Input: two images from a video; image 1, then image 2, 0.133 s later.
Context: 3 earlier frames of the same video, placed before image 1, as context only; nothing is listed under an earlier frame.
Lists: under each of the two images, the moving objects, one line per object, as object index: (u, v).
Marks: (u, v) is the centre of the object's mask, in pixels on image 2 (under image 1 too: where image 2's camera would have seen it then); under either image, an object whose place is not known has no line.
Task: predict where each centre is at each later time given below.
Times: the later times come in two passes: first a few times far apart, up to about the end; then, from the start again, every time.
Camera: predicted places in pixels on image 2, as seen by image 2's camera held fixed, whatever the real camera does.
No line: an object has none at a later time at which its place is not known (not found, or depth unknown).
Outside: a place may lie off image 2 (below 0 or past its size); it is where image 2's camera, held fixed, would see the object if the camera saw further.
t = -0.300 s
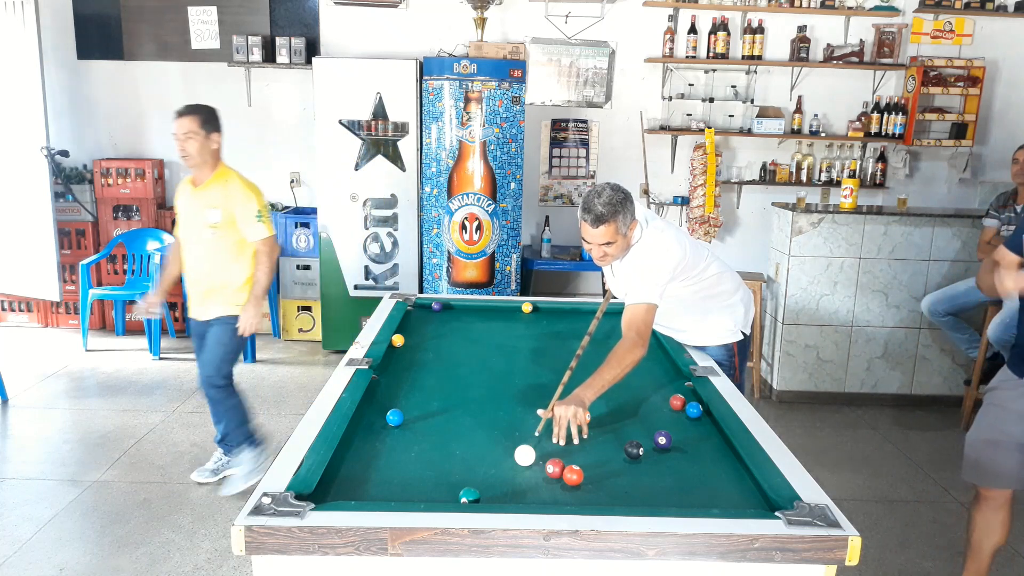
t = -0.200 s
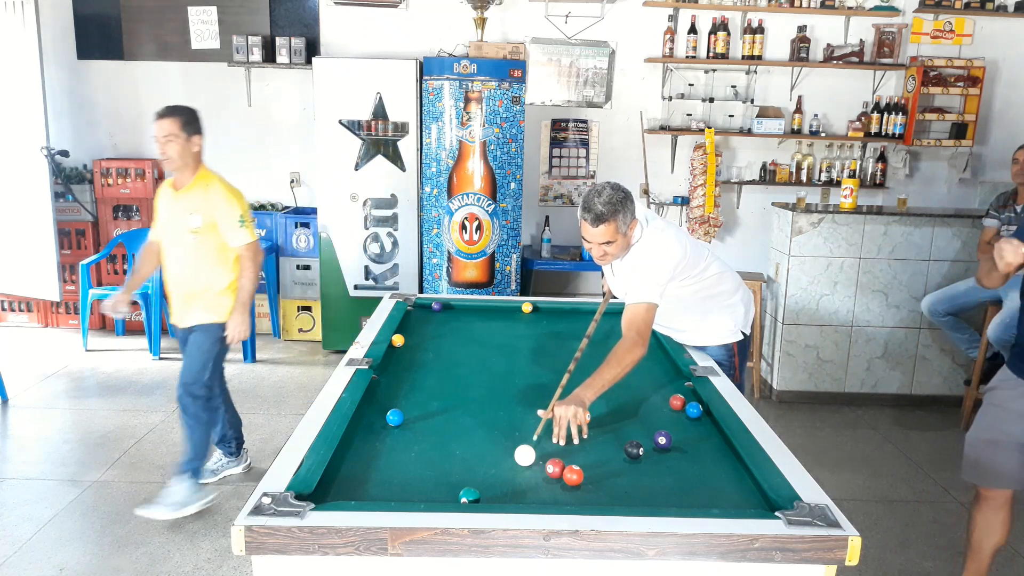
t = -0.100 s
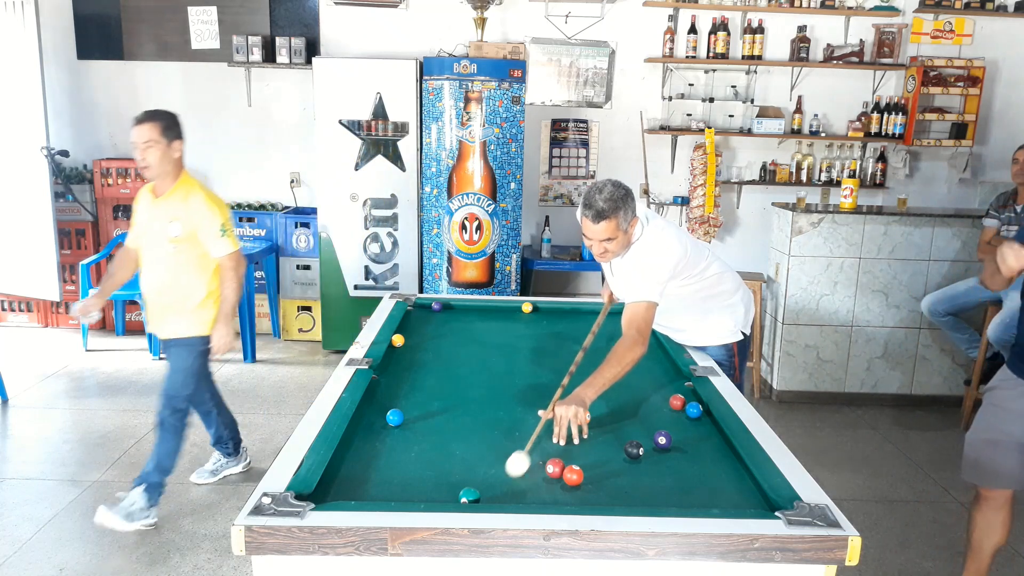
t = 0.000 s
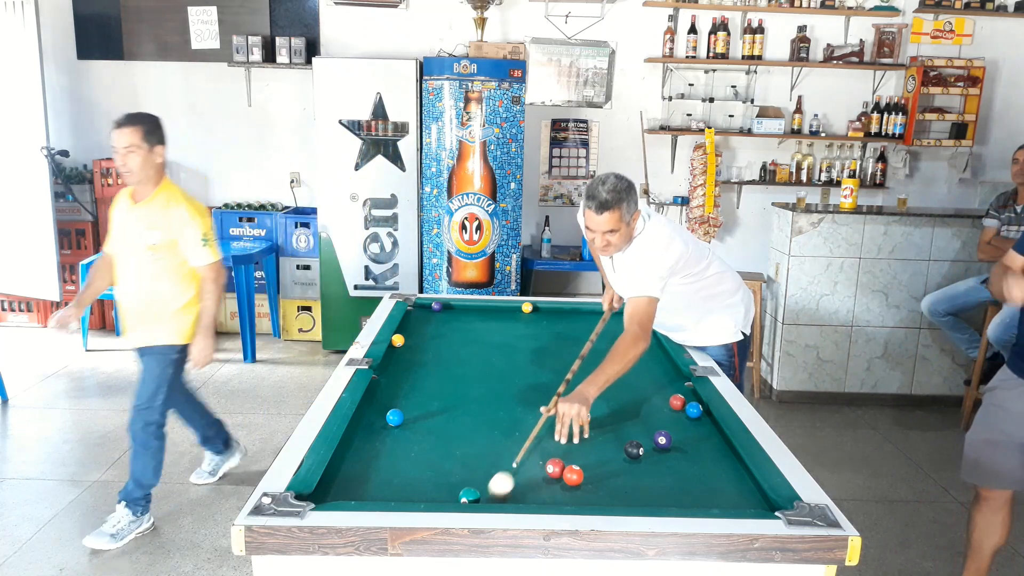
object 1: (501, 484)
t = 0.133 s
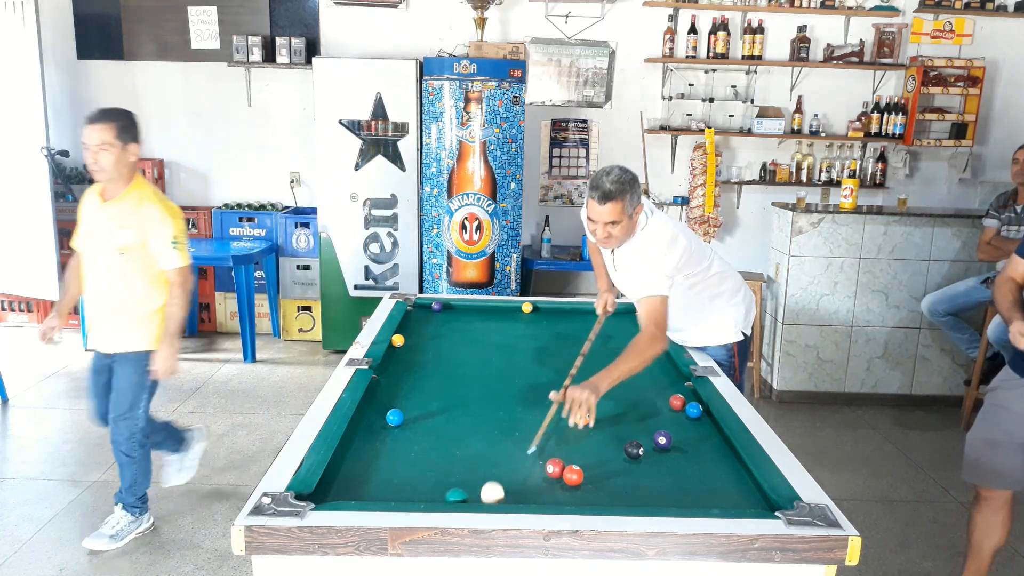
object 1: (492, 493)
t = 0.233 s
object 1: (491, 482)
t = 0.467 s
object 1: (490, 456)
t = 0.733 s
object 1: (488, 432)
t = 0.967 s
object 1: (486, 414)
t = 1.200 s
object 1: (484, 399)
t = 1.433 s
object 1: (483, 386)
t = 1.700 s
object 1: (481, 374)
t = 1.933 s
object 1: (481, 364)
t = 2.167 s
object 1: (480, 356)
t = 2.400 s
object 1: (479, 349)
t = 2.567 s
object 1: (478, 344)
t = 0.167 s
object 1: (492, 489)
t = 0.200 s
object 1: (492, 486)
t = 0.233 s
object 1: (491, 482)
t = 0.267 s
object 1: (491, 478)
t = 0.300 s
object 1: (491, 474)
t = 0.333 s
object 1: (491, 470)
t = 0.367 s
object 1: (490, 466)
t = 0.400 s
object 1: (490, 463)
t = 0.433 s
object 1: (490, 460)
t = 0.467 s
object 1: (490, 456)
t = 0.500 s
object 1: (490, 453)
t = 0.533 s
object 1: (489, 450)
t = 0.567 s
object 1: (489, 447)
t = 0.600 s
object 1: (489, 443)
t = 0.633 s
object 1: (489, 440)
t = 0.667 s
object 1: (488, 437)
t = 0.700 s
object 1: (488, 435)
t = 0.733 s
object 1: (488, 432)
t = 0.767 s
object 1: (487, 429)
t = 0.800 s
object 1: (487, 426)
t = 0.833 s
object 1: (487, 424)
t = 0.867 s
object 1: (487, 421)
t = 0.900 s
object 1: (486, 419)
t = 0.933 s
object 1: (486, 416)
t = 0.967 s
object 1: (486, 414)
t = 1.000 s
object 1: (486, 412)
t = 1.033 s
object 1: (486, 409)
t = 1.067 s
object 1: (485, 407)
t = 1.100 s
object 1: (485, 405)
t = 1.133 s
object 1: (485, 403)
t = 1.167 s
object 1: (485, 401)
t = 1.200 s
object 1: (484, 399)
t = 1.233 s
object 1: (484, 397)
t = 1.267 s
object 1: (484, 395)
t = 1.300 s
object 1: (484, 393)
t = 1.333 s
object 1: (483, 391)
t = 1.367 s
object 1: (483, 390)
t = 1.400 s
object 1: (483, 388)
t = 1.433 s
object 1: (483, 386)
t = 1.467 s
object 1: (483, 384)
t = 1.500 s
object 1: (482, 383)
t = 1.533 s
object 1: (482, 381)
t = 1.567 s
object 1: (482, 380)
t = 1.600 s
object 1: (482, 378)
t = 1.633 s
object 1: (482, 377)
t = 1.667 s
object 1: (482, 375)
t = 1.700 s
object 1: (481, 374)
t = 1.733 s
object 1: (481, 372)
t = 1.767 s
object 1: (481, 371)
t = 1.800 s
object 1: (481, 369)
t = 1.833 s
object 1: (481, 368)
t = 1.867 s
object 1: (481, 367)
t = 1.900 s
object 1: (481, 366)
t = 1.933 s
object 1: (481, 364)
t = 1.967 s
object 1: (480, 363)
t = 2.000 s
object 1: (480, 362)
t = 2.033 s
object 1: (480, 361)
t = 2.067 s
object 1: (480, 359)
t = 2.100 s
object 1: (480, 358)
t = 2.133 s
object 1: (480, 357)
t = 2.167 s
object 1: (480, 356)
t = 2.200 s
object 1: (480, 355)
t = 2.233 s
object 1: (480, 354)
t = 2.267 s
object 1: (479, 353)
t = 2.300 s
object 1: (479, 352)
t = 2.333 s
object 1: (479, 351)
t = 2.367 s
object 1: (479, 350)
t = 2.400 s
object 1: (479, 349)
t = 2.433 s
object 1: (479, 348)
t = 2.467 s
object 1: (479, 347)
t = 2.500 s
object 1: (479, 346)
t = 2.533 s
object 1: (479, 345)
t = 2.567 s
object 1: (478, 344)
